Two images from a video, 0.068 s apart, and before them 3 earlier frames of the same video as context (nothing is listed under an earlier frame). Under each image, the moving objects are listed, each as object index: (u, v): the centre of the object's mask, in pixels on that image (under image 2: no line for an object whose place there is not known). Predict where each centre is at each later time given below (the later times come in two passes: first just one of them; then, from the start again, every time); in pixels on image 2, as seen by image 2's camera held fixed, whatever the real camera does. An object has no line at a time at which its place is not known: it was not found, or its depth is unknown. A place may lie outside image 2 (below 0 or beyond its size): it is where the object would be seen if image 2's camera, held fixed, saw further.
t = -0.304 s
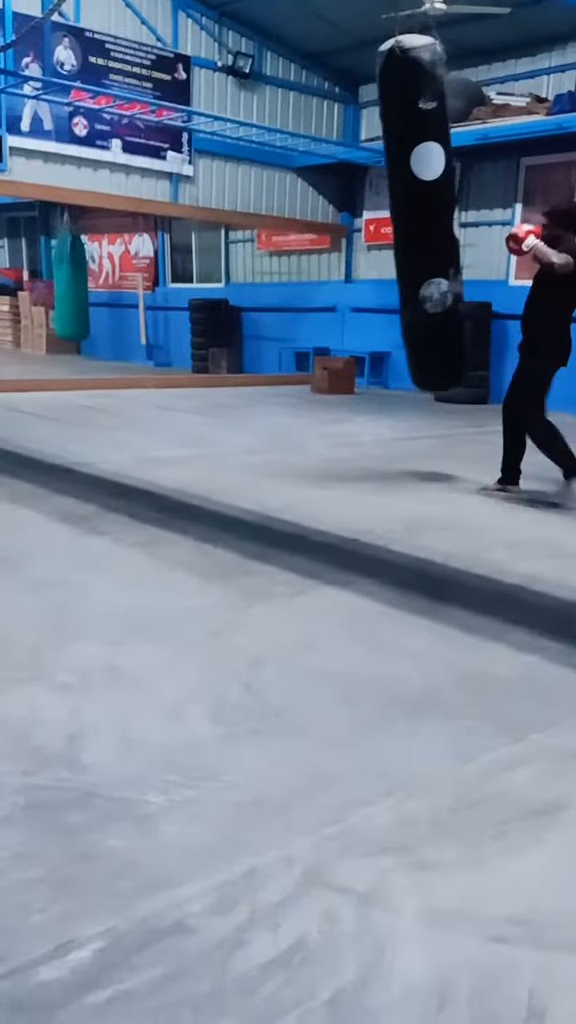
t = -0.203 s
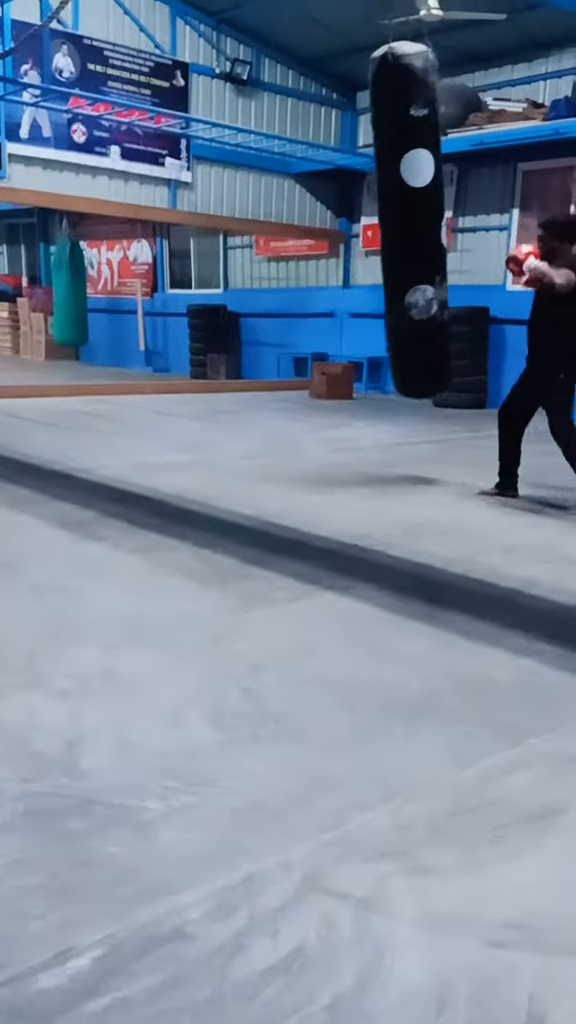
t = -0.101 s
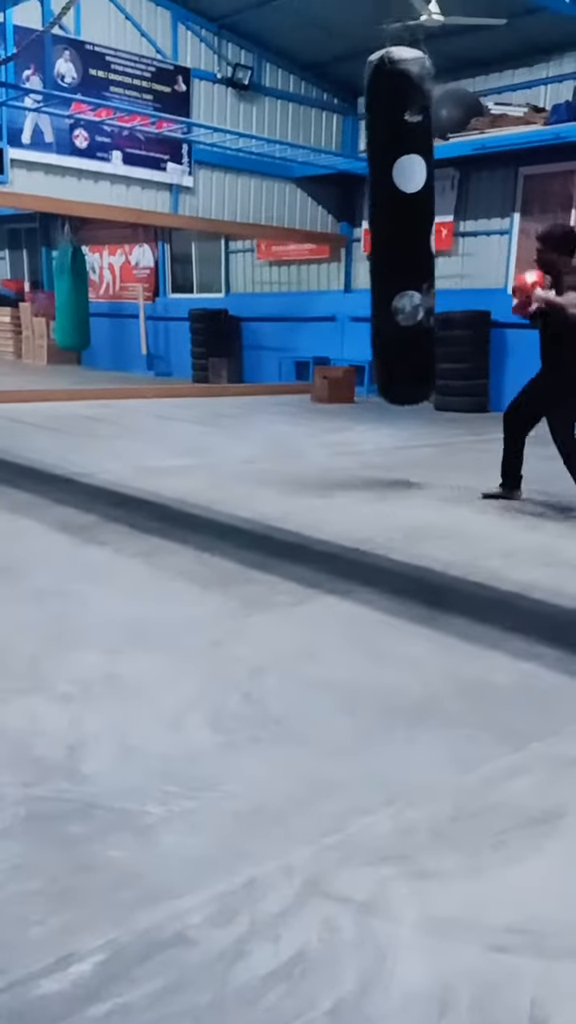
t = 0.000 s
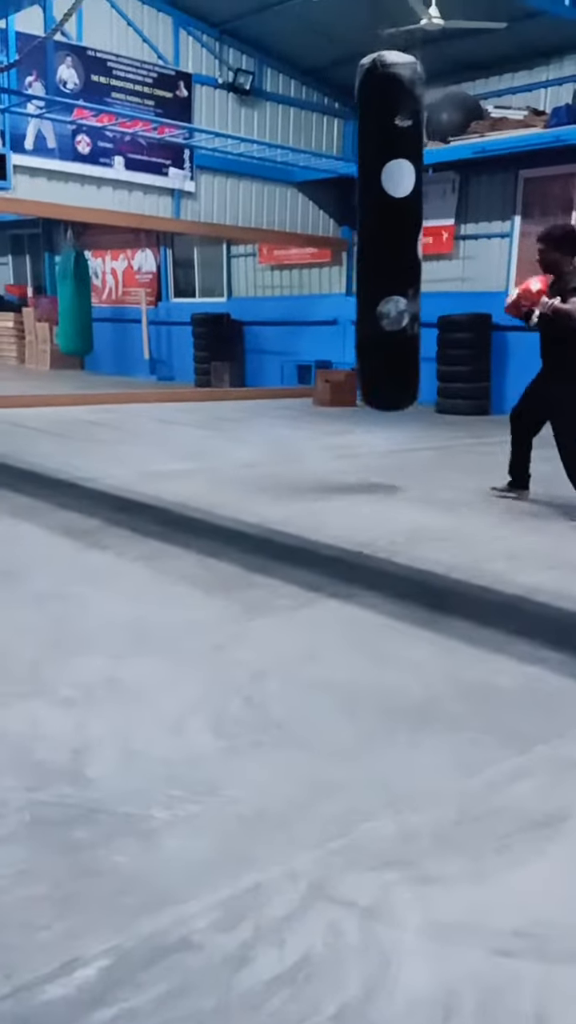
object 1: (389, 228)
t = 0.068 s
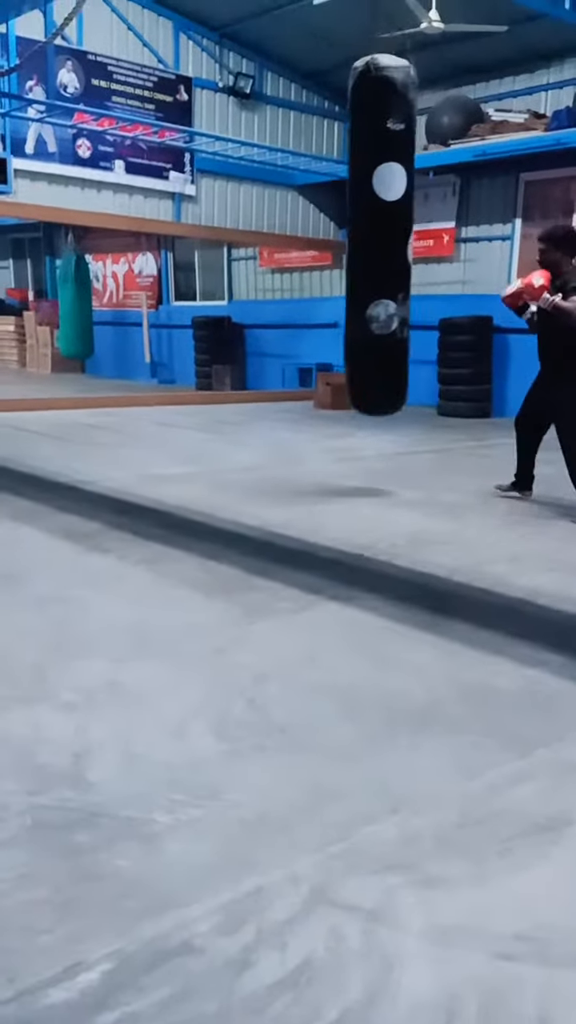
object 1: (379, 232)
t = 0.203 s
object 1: (360, 233)
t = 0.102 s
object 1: (375, 232)
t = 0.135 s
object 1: (370, 233)
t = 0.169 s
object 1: (365, 233)
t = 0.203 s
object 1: (360, 233)
